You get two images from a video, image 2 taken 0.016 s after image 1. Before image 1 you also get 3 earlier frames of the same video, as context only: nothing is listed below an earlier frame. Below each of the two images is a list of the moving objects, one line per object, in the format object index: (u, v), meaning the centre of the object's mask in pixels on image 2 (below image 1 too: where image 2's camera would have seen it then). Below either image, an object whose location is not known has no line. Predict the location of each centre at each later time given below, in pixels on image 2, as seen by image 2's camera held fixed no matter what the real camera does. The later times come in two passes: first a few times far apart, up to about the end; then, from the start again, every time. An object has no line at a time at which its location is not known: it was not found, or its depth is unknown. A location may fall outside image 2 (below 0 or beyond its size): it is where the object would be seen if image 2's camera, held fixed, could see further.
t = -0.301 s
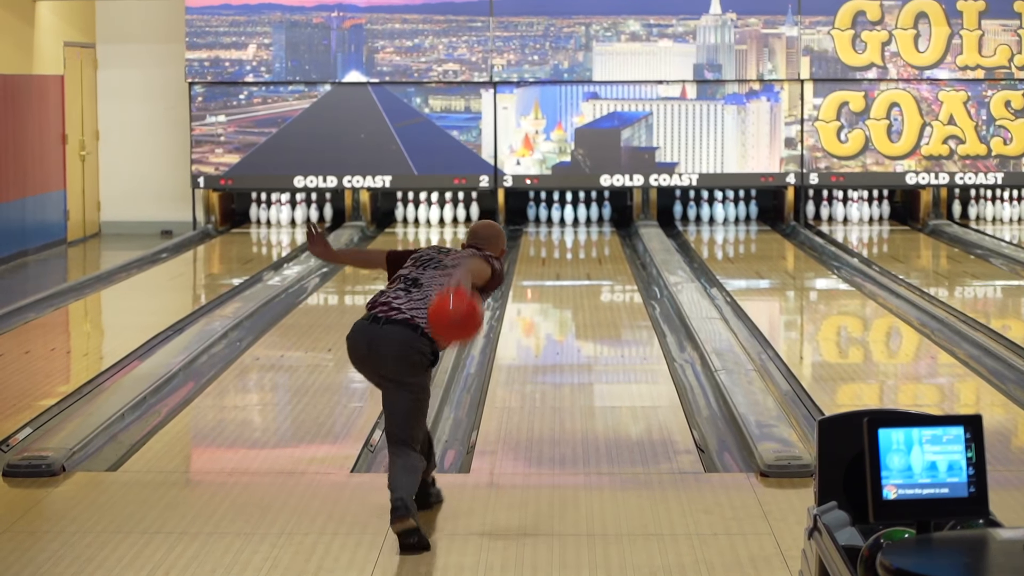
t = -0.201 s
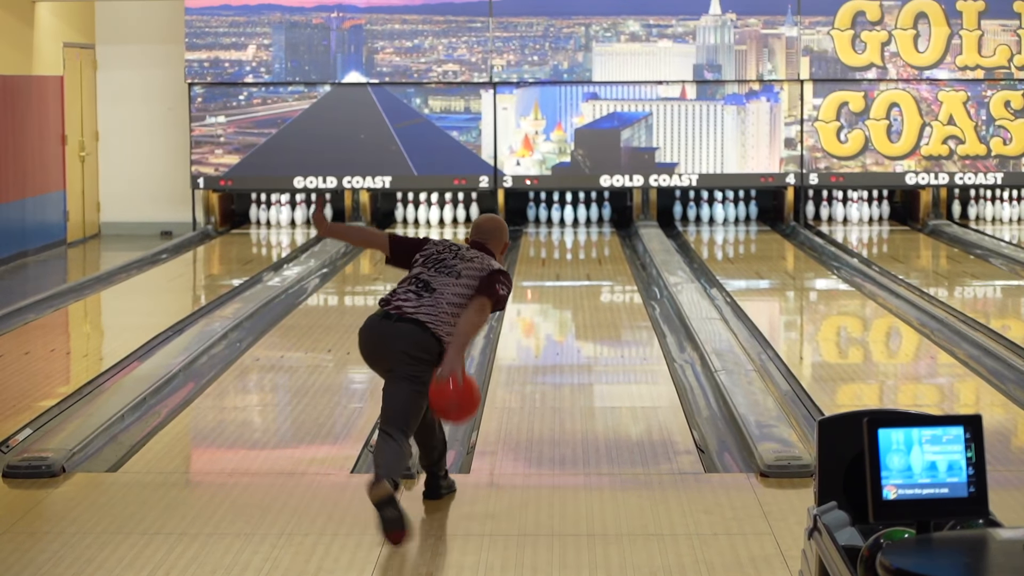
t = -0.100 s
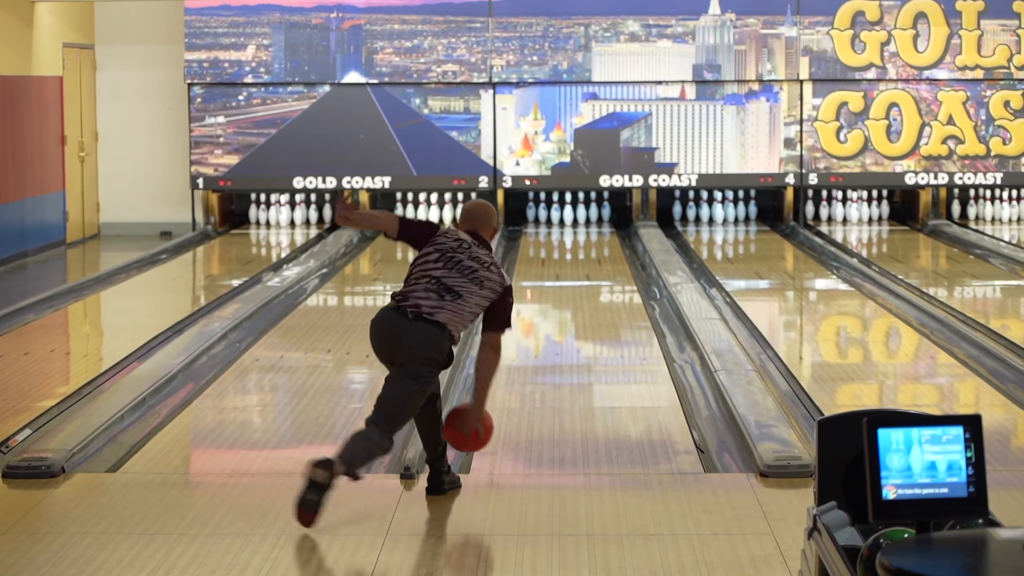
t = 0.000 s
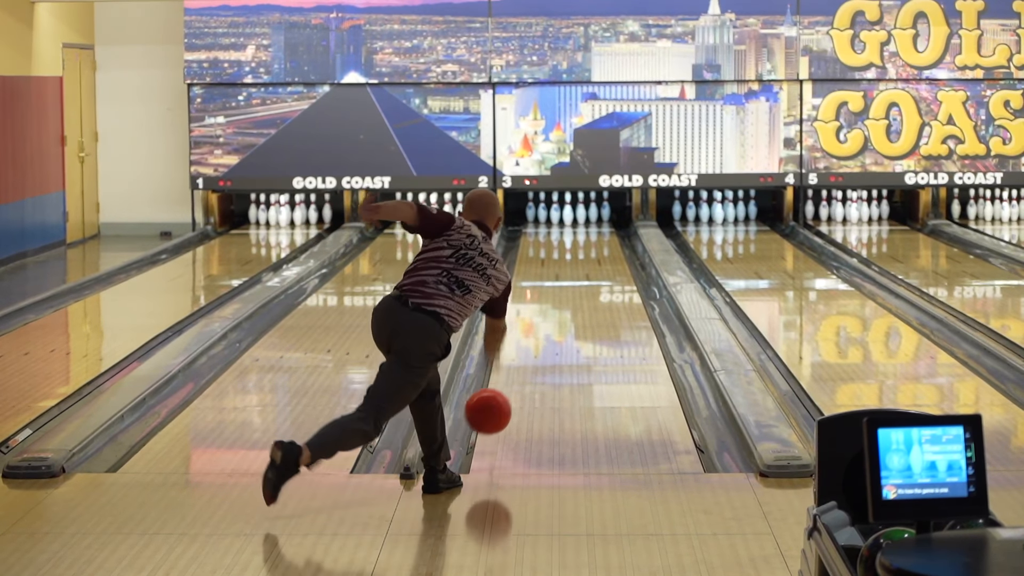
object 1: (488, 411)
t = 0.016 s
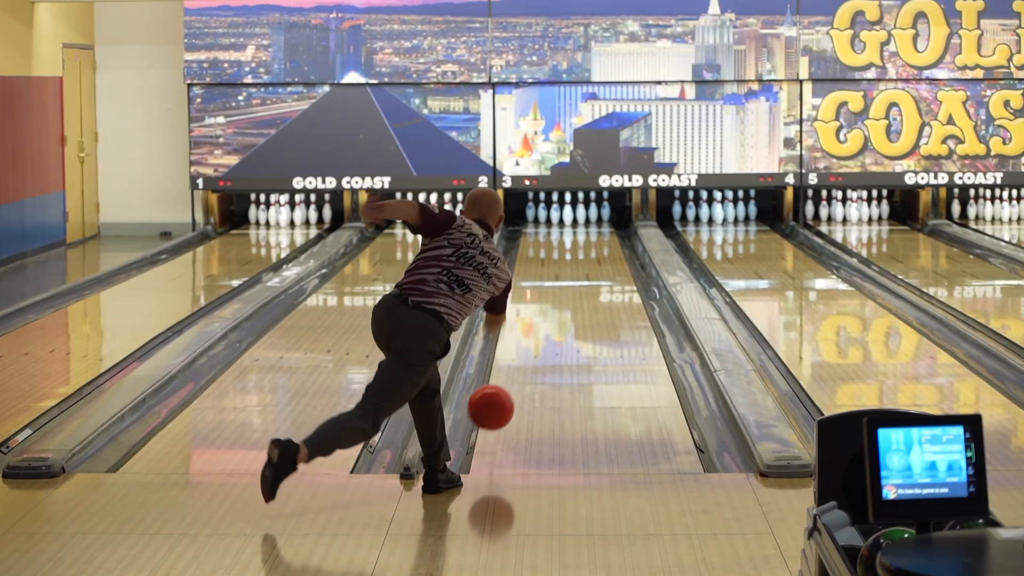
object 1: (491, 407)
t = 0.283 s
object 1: (529, 385)
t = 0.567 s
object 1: (558, 342)
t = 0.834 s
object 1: (578, 312)
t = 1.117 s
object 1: (594, 288)
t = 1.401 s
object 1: (606, 269)
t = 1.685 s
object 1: (614, 254)
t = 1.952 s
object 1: (615, 241)
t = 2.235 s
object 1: (609, 230)
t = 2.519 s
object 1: (597, 220)
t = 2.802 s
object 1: (595, 213)
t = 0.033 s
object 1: (494, 404)
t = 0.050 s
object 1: (496, 401)
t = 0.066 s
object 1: (499, 399)
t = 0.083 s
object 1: (502, 398)
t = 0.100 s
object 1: (504, 397)
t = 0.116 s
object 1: (507, 397)
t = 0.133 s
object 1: (509, 397)
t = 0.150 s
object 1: (512, 398)
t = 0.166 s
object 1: (514, 399)
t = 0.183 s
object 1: (516, 401)
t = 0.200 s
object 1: (519, 400)
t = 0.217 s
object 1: (521, 396)
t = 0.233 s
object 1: (523, 393)
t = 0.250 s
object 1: (525, 391)
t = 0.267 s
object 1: (527, 388)
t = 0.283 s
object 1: (529, 385)
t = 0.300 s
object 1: (531, 382)
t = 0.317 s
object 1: (533, 379)
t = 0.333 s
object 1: (535, 376)
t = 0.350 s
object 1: (537, 373)
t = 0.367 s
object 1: (539, 371)
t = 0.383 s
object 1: (540, 368)
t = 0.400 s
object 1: (542, 366)
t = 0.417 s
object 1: (544, 363)
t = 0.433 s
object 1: (545, 361)
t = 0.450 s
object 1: (547, 358)
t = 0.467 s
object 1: (549, 356)
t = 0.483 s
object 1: (550, 354)
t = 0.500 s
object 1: (552, 351)
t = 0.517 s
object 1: (553, 349)
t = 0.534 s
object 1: (555, 346)
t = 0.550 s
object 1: (556, 344)
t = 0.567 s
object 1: (558, 342)
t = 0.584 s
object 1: (559, 340)
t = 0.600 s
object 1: (561, 338)
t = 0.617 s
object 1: (562, 336)
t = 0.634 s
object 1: (563, 334)
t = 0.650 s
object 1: (565, 332)
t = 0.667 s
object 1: (566, 330)
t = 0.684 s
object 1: (567, 328)
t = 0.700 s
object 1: (568, 326)
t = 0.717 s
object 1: (570, 324)
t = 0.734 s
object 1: (571, 322)
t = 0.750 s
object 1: (572, 321)
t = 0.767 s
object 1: (573, 319)
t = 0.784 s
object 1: (574, 317)
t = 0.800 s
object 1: (576, 316)
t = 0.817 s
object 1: (576, 314)
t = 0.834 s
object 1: (578, 312)
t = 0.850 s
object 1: (579, 311)
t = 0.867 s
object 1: (580, 309)
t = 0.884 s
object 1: (581, 308)
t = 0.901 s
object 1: (582, 306)
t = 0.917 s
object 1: (583, 305)
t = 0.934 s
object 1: (584, 303)
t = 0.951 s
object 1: (585, 302)
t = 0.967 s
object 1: (586, 301)
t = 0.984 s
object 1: (586, 299)
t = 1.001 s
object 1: (587, 298)
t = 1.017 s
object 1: (588, 296)
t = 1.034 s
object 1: (589, 295)
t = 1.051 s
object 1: (590, 294)
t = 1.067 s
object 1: (591, 292)
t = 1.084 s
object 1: (592, 291)
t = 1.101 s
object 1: (593, 290)
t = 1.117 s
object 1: (594, 288)
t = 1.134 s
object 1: (594, 287)
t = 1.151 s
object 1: (595, 286)
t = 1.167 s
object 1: (596, 285)
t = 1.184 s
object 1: (597, 284)
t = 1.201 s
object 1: (597, 282)
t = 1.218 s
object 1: (598, 281)
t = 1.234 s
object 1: (599, 280)
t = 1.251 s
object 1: (600, 279)
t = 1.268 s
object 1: (601, 278)
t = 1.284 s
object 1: (601, 277)
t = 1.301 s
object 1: (602, 276)
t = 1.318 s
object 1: (603, 275)
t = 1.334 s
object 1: (603, 274)
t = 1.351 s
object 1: (604, 272)
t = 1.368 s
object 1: (604, 271)
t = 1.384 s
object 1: (605, 270)
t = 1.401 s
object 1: (606, 269)
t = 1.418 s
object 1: (606, 268)
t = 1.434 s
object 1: (607, 268)
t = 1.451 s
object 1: (608, 267)
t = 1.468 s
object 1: (608, 266)
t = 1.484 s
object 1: (609, 265)
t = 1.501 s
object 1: (609, 264)
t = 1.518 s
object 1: (610, 263)
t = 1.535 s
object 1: (610, 262)
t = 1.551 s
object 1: (610, 261)
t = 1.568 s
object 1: (611, 260)
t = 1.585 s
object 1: (611, 259)
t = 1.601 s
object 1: (612, 258)
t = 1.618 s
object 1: (612, 257)
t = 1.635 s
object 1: (613, 256)
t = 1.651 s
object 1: (613, 256)
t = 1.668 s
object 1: (613, 254)
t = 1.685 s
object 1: (614, 254)
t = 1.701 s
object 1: (614, 253)
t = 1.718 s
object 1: (614, 252)
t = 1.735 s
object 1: (614, 251)
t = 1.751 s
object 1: (615, 250)
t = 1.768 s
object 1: (615, 250)
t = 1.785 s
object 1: (615, 249)
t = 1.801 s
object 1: (615, 248)
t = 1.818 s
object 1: (615, 247)
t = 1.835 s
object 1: (616, 247)
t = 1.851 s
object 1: (616, 246)
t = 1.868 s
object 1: (616, 245)
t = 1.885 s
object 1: (616, 244)
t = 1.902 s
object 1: (616, 244)
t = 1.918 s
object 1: (616, 243)
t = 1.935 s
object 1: (616, 242)
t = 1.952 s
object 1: (615, 241)
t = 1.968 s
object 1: (615, 240)
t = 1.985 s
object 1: (615, 240)
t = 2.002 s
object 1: (615, 239)
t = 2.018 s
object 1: (615, 238)
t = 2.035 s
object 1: (614, 238)
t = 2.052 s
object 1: (614, 237)
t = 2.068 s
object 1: (614, 237)
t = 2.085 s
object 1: (613, 236)
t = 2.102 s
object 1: (613, 235)
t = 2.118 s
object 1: (613, 234)
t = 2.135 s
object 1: (612, 234)
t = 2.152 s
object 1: (612, 233)
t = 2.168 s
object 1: (611, 232)
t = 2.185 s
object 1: (611, 232)
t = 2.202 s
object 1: (610, 231)
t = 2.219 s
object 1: (609, 230)
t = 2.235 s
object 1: (609, 230)
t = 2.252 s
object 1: (608, 229)
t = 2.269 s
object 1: (608, 229)
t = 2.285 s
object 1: (607, 228)
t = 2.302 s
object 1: (607, 228)
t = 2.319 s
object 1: (606, 227)
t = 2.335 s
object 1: (605, 226)
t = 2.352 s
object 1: (604, 226)
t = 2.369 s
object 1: (604, 225)
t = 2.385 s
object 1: (603, 225)
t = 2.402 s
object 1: (603, 224)
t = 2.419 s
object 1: (602, 223)
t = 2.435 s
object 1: (601, 223)
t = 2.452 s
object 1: (600, 222)
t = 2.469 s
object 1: (600, 222)
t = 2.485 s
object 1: (599, 221)
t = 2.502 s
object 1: (598, 220)
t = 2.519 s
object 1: (597, 220)
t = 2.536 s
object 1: (597, 220)
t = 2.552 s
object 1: (596, 219)
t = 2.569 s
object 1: (595, 219)
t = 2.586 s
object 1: (595, 218)
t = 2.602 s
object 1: (594, 218)
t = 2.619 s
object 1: (593, 218)
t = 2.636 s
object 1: (593, 217)
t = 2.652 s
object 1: (592, 216)
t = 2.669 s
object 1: (592, 216)
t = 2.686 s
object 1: (592, 216)
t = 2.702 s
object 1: (592, 215)
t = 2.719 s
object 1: (593, 215)
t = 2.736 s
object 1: (593, 214)
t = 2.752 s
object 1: (594, 214)
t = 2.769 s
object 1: (594, 214)
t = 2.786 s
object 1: (595, 214)
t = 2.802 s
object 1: (595, 213)
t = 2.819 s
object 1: (595, 213)
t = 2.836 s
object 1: (594, 213)
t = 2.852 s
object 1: (594, 212)
